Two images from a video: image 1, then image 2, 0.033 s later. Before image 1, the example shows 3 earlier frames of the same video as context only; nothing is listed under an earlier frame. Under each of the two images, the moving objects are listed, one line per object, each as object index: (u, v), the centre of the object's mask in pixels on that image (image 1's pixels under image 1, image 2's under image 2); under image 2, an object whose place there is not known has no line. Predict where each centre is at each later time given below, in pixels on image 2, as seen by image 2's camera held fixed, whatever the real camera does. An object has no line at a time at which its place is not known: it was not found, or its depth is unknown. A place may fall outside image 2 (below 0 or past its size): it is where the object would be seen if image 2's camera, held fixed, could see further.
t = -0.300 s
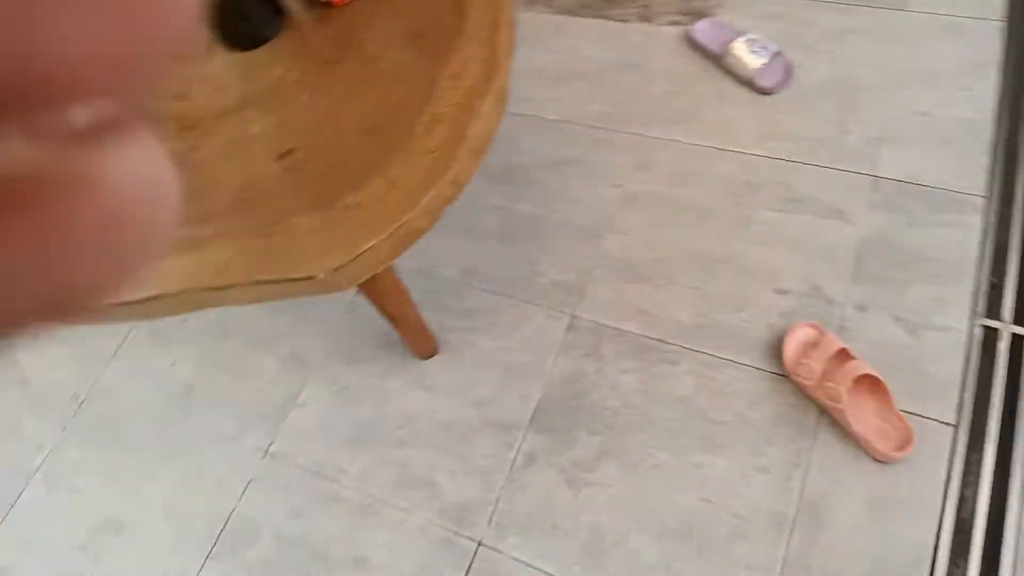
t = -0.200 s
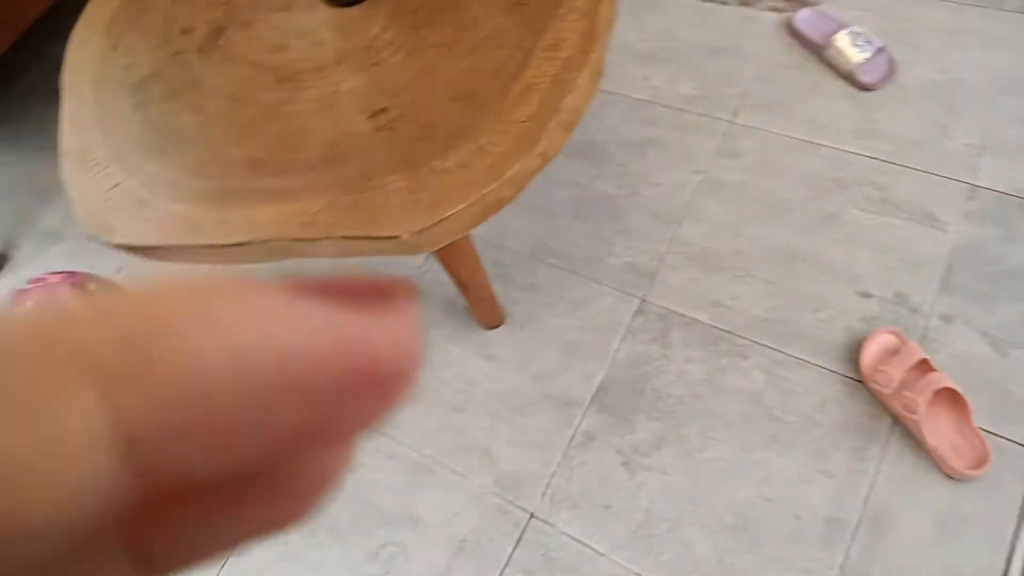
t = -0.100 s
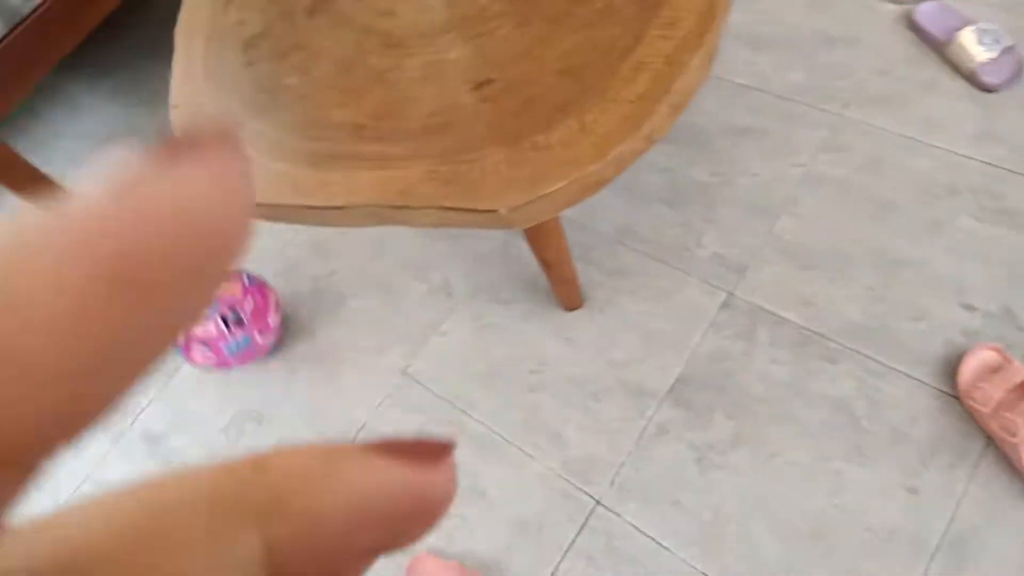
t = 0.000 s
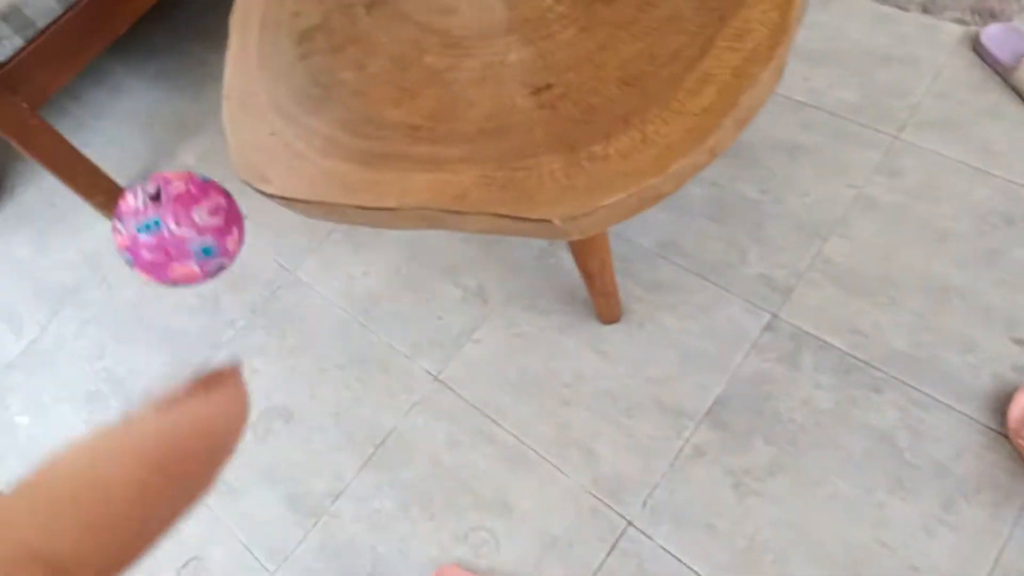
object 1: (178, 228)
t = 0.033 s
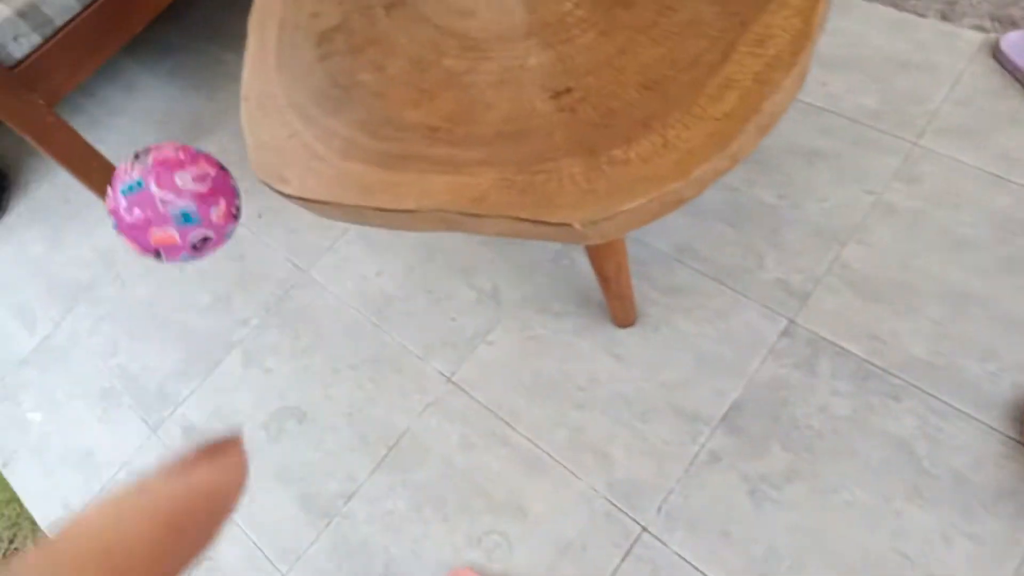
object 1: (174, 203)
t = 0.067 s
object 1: (161, 182)
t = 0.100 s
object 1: (150, 166)
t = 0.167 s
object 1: (140, 145)
